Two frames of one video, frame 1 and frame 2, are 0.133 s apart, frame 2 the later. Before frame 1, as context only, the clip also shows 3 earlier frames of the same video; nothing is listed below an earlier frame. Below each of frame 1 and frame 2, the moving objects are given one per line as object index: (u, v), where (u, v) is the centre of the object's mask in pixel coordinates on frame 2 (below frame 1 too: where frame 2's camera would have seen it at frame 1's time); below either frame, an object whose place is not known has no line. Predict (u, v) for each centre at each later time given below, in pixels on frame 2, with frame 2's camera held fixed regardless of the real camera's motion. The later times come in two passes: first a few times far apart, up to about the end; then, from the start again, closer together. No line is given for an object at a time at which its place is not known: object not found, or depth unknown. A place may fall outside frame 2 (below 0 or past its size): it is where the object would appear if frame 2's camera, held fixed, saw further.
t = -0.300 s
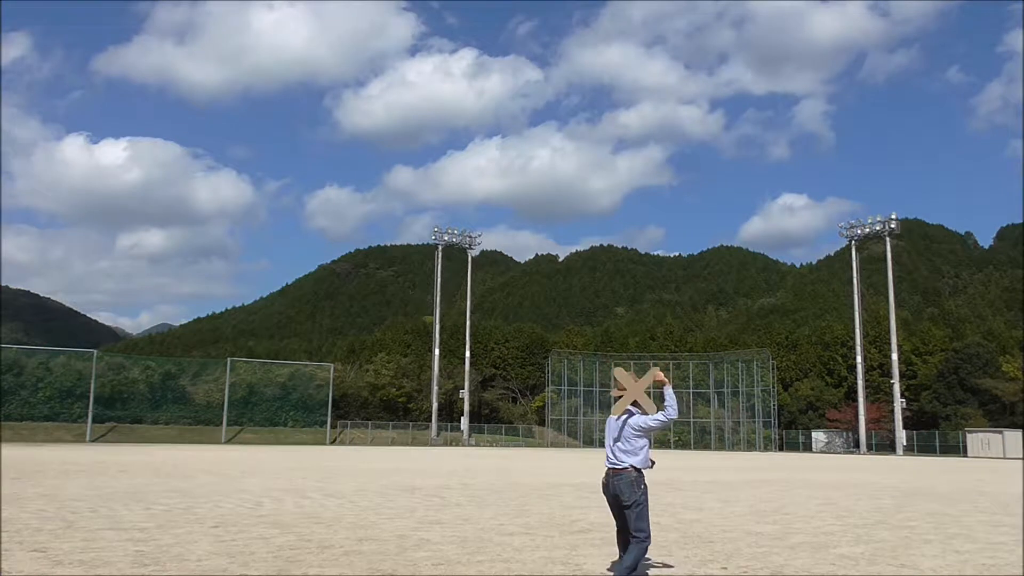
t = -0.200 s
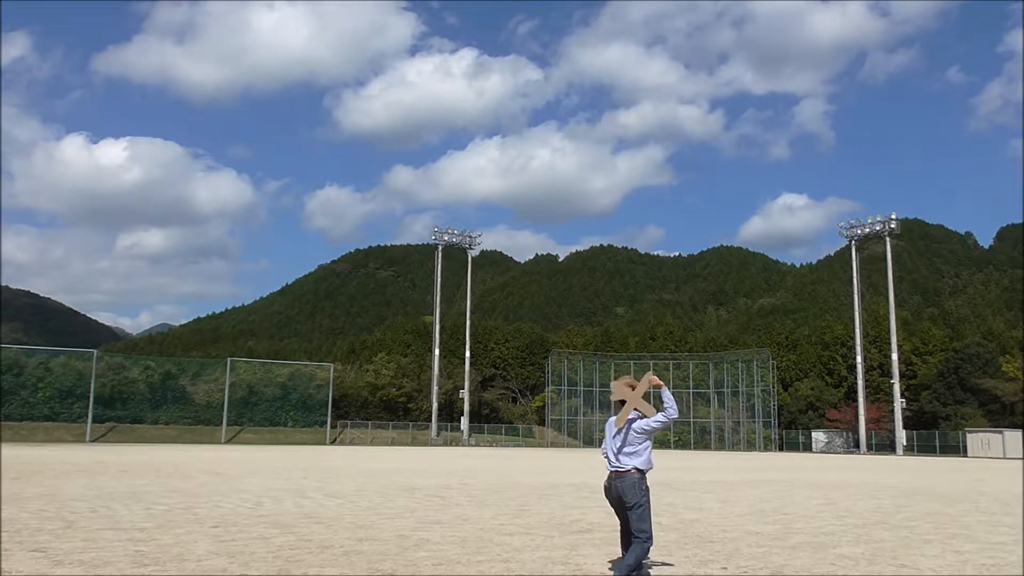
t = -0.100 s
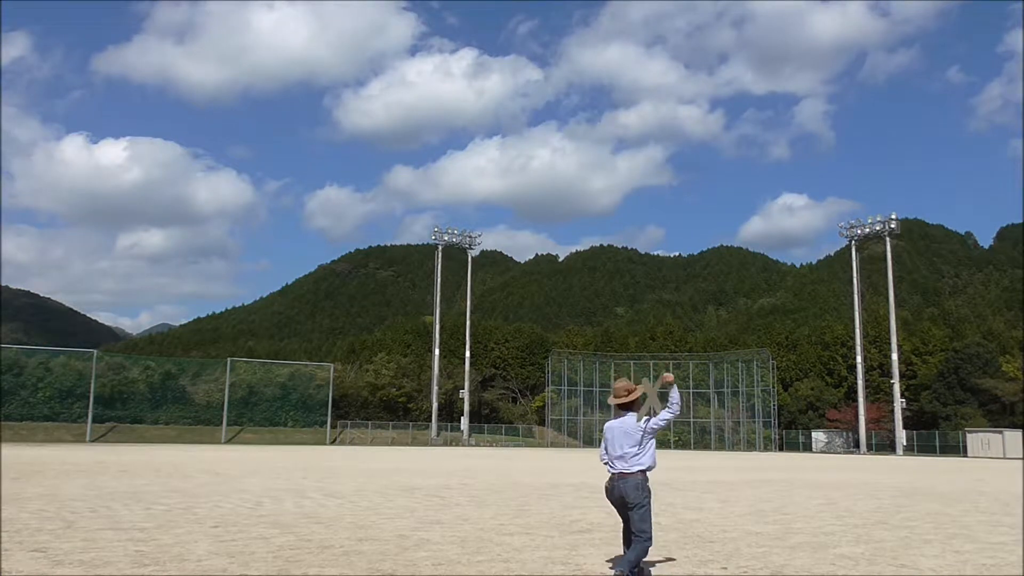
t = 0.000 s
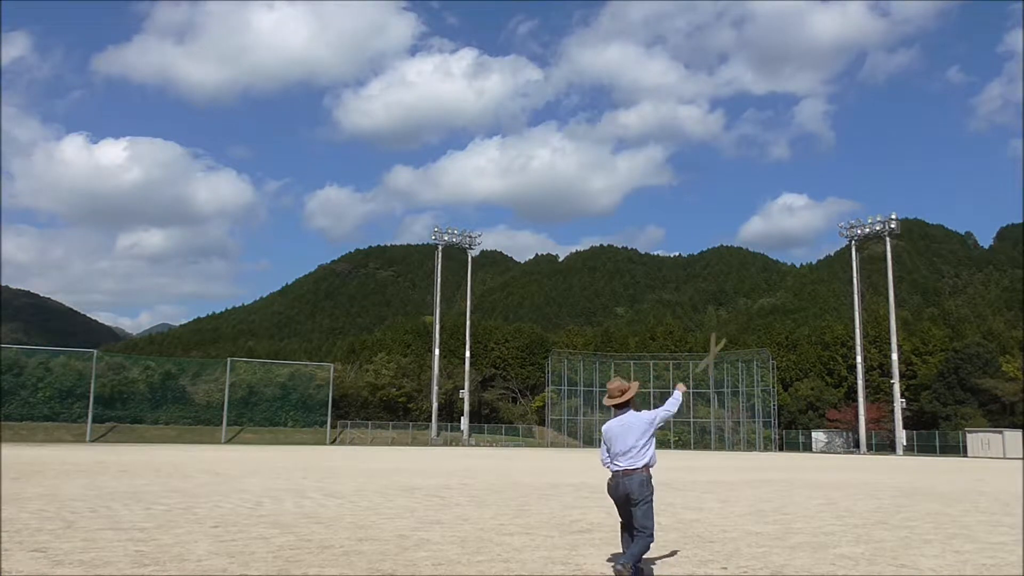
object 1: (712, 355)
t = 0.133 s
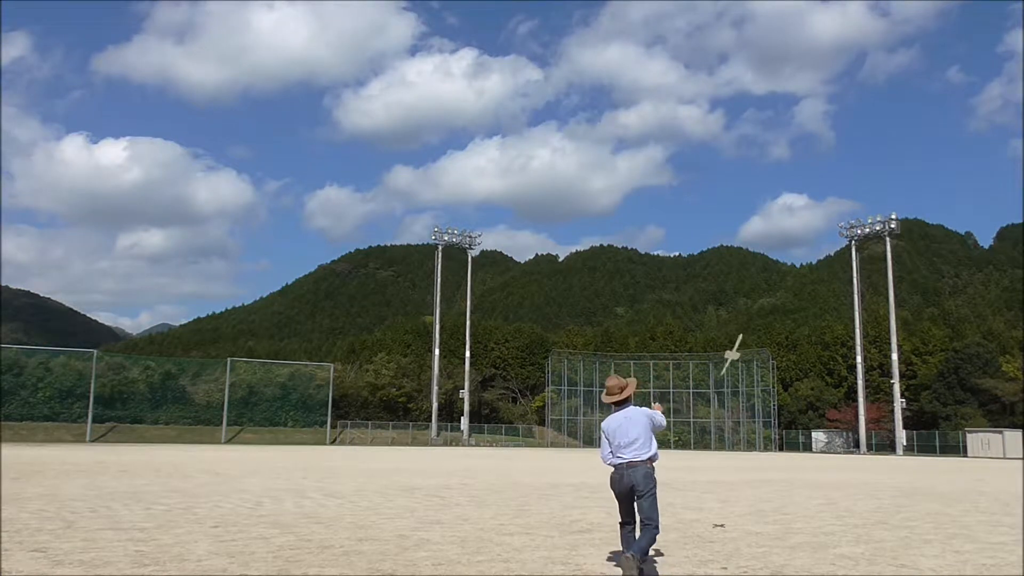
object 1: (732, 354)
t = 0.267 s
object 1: (657, 327)
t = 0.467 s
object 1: (527, 253)
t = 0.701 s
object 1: (458, 163)
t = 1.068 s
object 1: (527, 69)
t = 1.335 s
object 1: (671, 90)
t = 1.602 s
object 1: (890, 179)
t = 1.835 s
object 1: (949, 172)
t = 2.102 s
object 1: (957, 143)
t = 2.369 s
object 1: (965, 159)
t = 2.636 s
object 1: (982, 210)
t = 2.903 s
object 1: (990, 236)
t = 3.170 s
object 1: (979, 244)
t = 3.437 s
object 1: (957, 283)
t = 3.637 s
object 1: (946, 329)
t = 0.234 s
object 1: (681, 336)
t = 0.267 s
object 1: (657, 327)
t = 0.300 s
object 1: (633, 315)
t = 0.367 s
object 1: (586, 291)
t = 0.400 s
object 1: (564, 277)
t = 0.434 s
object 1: (545, 265)
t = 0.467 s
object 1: (527, 253)
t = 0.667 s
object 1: (461, 171)
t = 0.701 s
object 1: (458, 163)
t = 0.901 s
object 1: (473, 97)
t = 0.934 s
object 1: (481, 90)
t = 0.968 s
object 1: (490, 83)
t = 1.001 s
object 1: (501, 77)
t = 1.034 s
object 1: (514, 72)
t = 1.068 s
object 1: (527, 69)
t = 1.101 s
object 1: (540, 66)
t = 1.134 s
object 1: (554, 61)
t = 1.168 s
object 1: (568, 64)
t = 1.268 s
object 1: (623, 74)
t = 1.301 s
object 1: (646, 80)
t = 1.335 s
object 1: (671, 90)
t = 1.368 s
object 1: (698, 100)
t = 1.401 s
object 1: (728, 112)
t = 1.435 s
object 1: (758, 124)
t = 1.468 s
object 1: (789, 137)
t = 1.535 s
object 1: (845, 161)
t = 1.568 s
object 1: (869, 171)
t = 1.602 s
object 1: (890, 179)
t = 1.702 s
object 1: (937, 181)
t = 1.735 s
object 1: (938, 183)
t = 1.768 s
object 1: (943, 180)
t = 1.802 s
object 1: (946, 176)
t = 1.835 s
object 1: (949, 172)
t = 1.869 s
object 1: (951, 167)
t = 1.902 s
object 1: (953, 162)
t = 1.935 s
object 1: (954, 157)
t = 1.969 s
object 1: (955, 154)
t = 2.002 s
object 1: (955, 150)
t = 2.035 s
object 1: (956, 147)
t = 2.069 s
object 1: (956, 145)
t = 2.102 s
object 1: (957, 143)
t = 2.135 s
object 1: (958, 142)
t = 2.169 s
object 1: (958, 142)
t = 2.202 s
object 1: (959, 143)
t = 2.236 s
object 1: (960, 145)
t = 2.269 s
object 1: (961, 147)
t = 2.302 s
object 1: (962, 151)
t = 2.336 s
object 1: (964, 155)
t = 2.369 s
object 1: (965, 159)
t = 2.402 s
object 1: (967, 165)
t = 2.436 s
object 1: (969, 171)
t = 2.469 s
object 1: (971, 177)
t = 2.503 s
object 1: (972, 184)
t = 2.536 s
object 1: (975, 191)
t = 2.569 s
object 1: (977, 197)
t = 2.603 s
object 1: (980, 204)
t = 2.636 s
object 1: (982, 210)
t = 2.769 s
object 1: (990, 230)
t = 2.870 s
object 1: (989, 235)
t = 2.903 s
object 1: (990, 236)
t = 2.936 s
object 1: (991, 236)
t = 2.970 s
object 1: (989, 236)
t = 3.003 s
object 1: (988, 236)
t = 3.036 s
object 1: (988, 237)
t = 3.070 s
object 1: (987, 238)
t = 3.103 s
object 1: (984, 240)
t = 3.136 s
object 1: (982, 241)
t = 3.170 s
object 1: (979, 244)
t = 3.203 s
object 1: (977, 247)
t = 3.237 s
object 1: (974, 250)
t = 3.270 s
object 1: (972, 254)
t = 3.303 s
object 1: (969, 258)
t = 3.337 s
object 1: (966, 264)
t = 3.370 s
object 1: (963, 270)
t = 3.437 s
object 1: (957, 283)
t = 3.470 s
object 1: (954, 290)
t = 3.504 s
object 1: (952, 297)
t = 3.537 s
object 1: (950, 305)
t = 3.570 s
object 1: (948, 313)
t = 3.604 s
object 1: (947, 321)
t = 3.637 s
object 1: (946, 329)
